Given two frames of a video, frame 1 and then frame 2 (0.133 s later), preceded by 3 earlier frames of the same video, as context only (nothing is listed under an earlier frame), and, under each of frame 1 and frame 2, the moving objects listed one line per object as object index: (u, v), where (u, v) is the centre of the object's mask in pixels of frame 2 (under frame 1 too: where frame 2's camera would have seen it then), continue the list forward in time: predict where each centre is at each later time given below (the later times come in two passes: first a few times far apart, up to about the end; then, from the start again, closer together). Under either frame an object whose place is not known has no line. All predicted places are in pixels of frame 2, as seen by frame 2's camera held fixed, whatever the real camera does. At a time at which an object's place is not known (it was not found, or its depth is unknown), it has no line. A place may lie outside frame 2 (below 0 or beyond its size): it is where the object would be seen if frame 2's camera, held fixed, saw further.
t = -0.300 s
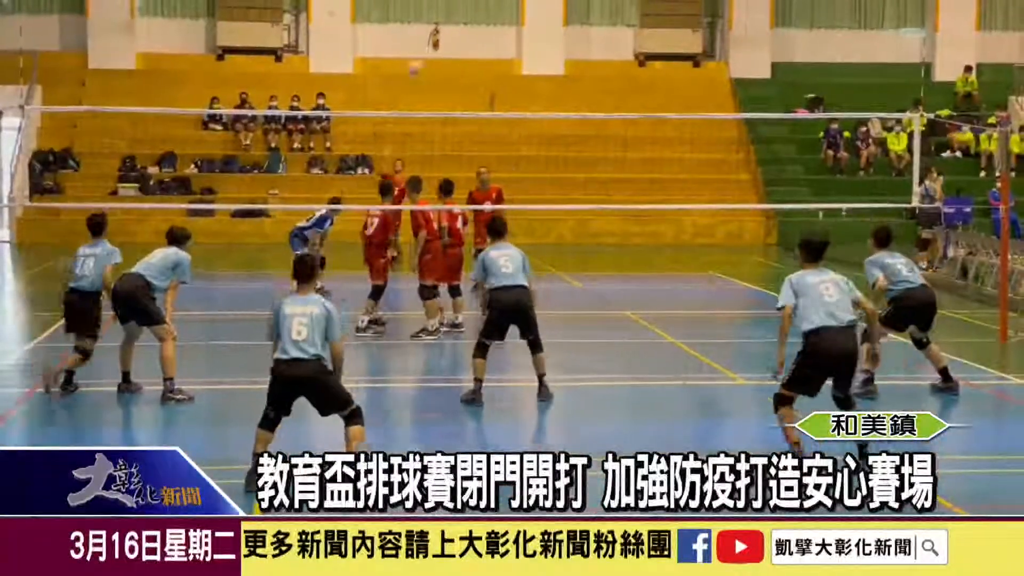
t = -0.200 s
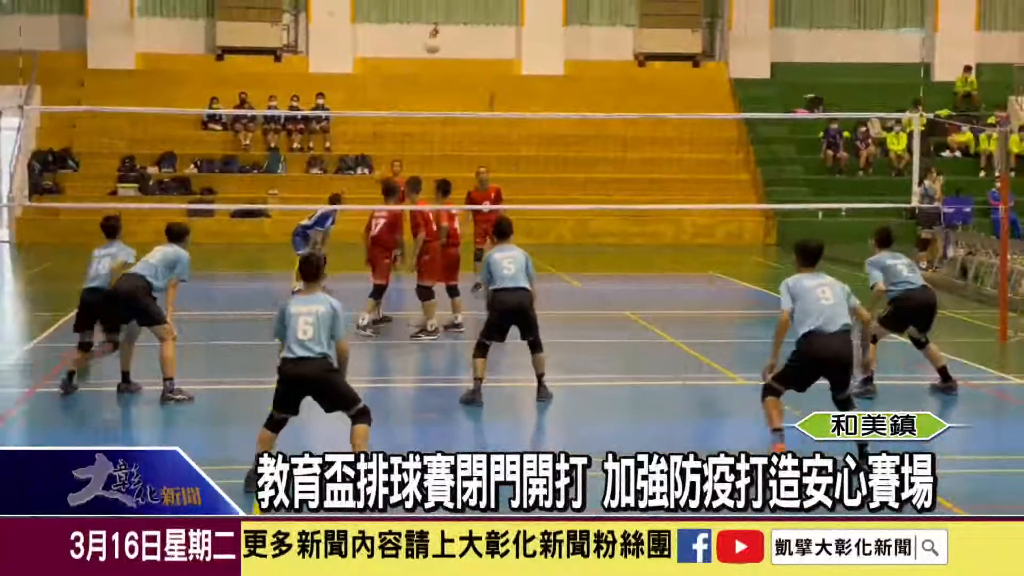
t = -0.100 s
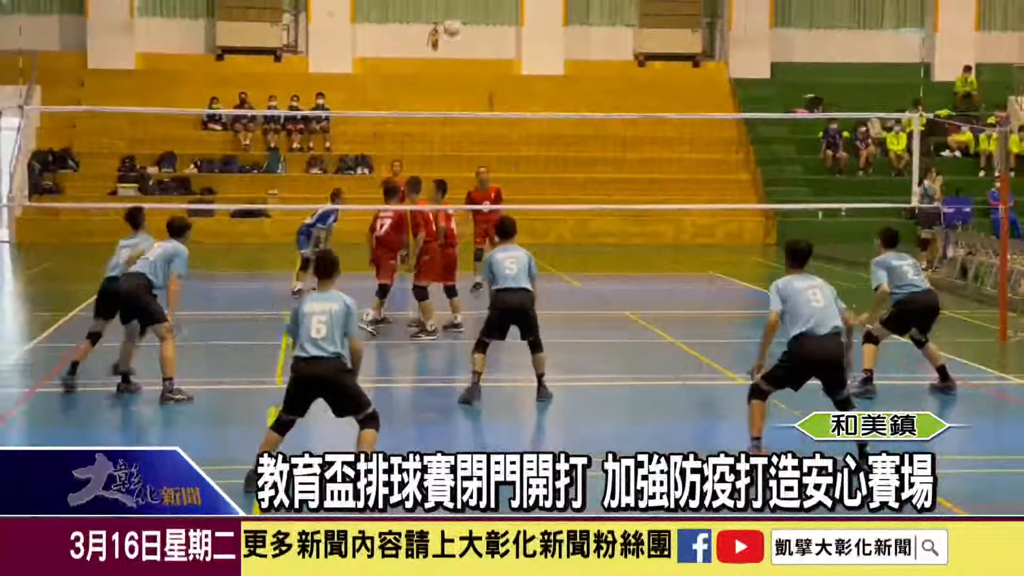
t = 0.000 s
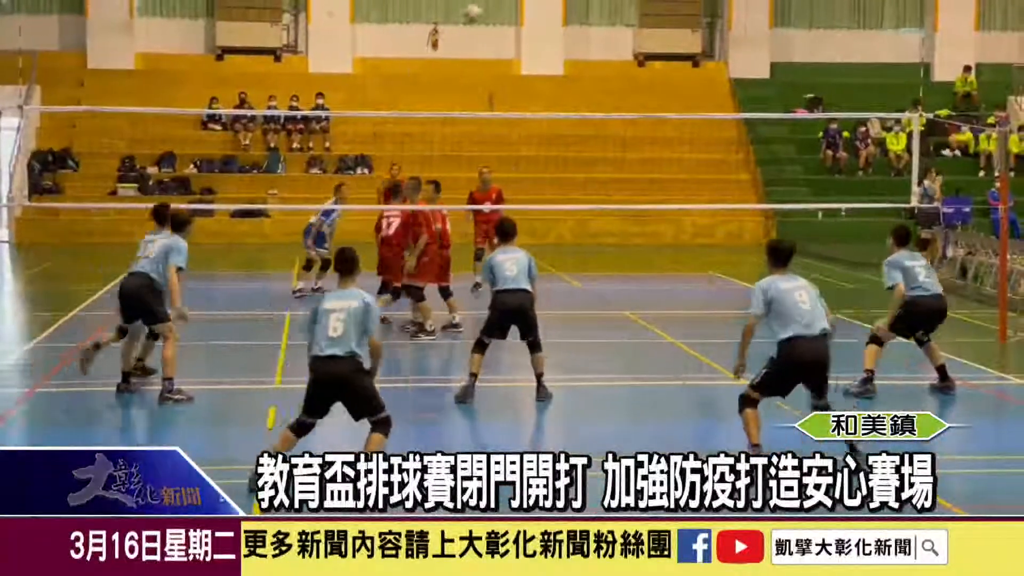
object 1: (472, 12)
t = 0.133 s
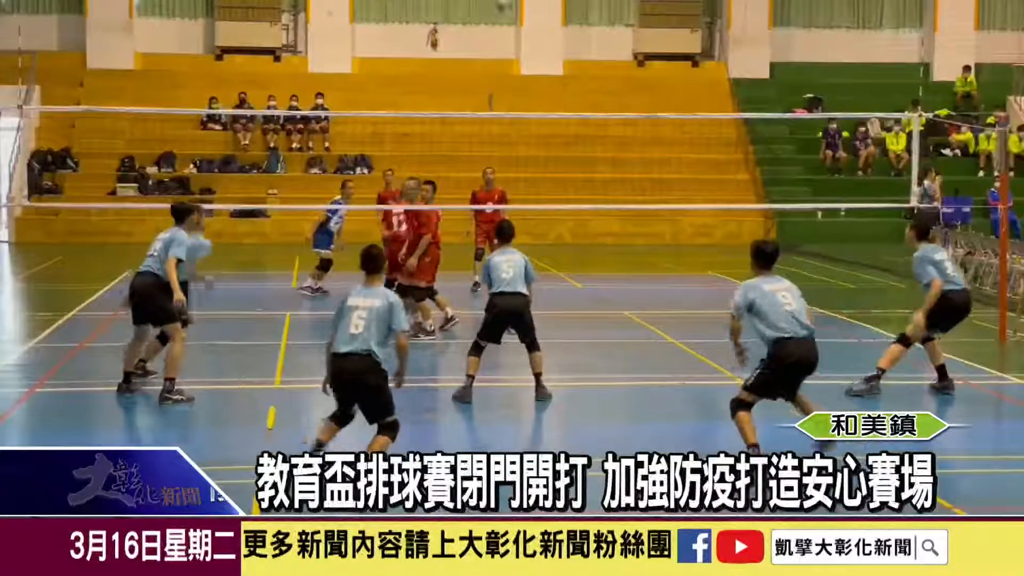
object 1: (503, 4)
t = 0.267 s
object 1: (538, 4)
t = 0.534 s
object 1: (628, 43)
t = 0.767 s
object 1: (746, 161)
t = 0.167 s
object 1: (508, 4)
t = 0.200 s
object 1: (522, 4)
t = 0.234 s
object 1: (529, 4)
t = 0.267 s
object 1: (538, 4)
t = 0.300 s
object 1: (548, 5)
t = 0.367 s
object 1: (567, 7)
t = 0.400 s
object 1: (579, 7)
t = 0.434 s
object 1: (590, 15)
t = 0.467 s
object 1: (602, 23)
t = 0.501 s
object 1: (615, 32)
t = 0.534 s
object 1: (628, 43)
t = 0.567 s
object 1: (644, 51)
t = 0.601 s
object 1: (658, 63)
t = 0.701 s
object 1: (708, 115)
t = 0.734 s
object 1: (727, 137)
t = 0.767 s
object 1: (746, 161)
